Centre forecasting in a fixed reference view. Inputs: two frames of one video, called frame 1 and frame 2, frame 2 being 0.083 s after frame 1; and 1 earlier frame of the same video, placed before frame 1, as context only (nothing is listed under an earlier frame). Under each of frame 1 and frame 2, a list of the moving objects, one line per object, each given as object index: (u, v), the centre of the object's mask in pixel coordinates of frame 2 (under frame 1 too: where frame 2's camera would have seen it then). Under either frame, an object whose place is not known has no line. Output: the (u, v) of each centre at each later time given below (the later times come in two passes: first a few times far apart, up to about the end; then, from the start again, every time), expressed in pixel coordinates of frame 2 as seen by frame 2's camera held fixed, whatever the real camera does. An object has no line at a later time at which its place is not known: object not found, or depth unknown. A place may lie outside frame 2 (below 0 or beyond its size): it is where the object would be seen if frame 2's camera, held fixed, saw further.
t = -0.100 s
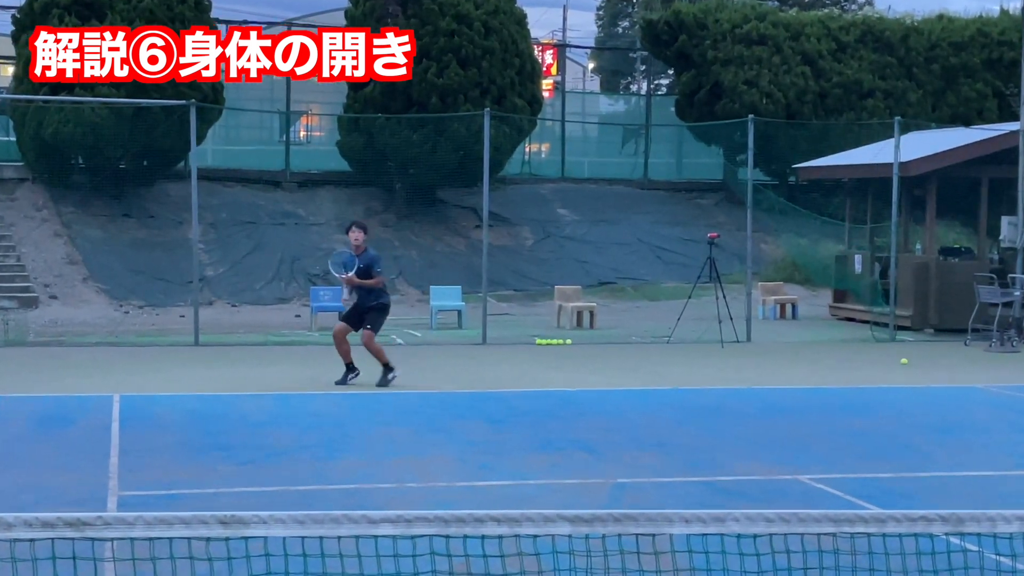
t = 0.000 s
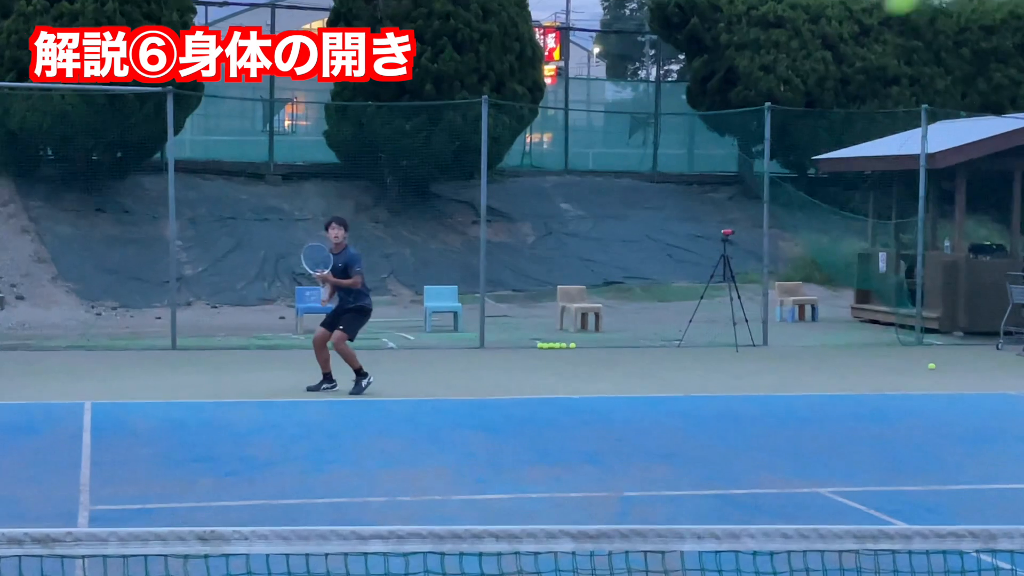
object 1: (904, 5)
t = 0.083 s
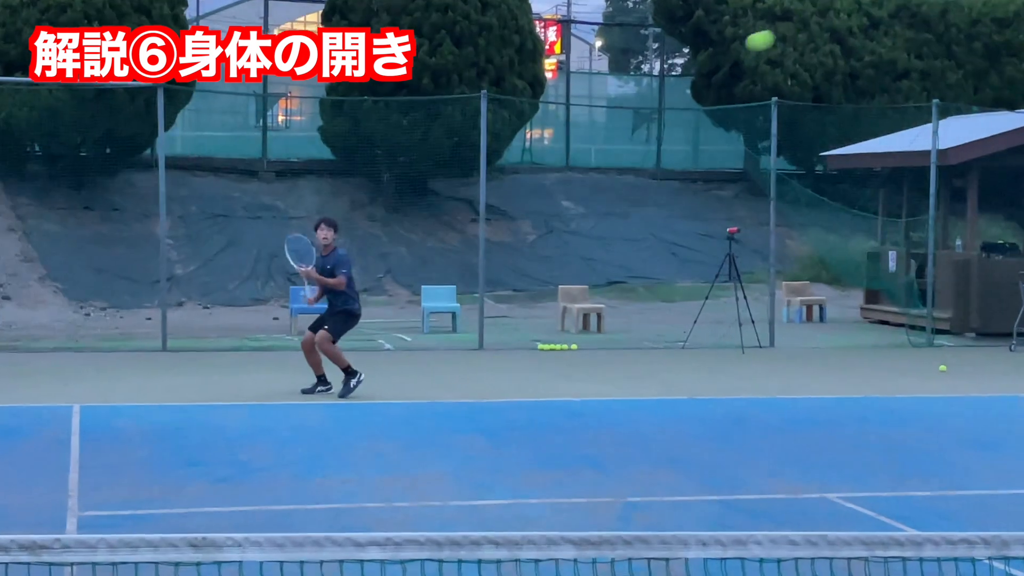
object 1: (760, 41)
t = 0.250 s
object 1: (551, 142)
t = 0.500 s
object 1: (347, 327)
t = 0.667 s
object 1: (261, 425)
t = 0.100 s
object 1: (735, 49)
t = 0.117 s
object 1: (711, 58)
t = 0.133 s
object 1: (689, 67)
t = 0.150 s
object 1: (666, 77)
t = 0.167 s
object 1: (644, 87)
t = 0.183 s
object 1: (624, 98)
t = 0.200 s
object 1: (607, 107)
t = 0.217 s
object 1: (588, 118)
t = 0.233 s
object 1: (569, 130)
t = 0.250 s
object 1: (551, 142)
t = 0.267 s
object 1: (534, 153)
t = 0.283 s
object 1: (517, 165)
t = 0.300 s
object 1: (502, 177)
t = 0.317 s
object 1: (486, 189)
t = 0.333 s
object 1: (470, 201)
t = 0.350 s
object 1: (457, 213)
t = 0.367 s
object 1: (443, 226)
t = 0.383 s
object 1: (430, 238)
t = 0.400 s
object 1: (416, 250)
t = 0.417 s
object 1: (404, 263)
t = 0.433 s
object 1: (392, 276)
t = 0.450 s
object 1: (381, 288)
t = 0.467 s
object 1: (369, 300)
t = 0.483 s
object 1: (358, 313)
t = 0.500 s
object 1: (347, 327)
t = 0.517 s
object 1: (337, 340)
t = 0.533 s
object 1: (328, 353)
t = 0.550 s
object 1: (318, 366)
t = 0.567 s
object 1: (309, 379)
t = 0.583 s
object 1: (298, 392)
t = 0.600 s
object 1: (290, 405)
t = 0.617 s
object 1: (281, 418)
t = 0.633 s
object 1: (273, 432)
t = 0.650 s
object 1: (266, 439)
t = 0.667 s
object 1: (261, 425)
